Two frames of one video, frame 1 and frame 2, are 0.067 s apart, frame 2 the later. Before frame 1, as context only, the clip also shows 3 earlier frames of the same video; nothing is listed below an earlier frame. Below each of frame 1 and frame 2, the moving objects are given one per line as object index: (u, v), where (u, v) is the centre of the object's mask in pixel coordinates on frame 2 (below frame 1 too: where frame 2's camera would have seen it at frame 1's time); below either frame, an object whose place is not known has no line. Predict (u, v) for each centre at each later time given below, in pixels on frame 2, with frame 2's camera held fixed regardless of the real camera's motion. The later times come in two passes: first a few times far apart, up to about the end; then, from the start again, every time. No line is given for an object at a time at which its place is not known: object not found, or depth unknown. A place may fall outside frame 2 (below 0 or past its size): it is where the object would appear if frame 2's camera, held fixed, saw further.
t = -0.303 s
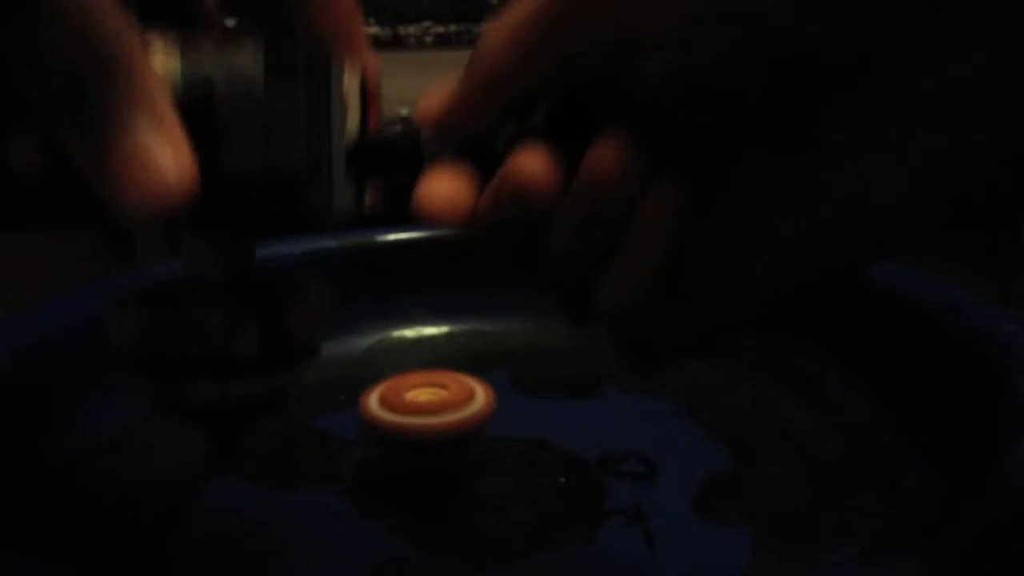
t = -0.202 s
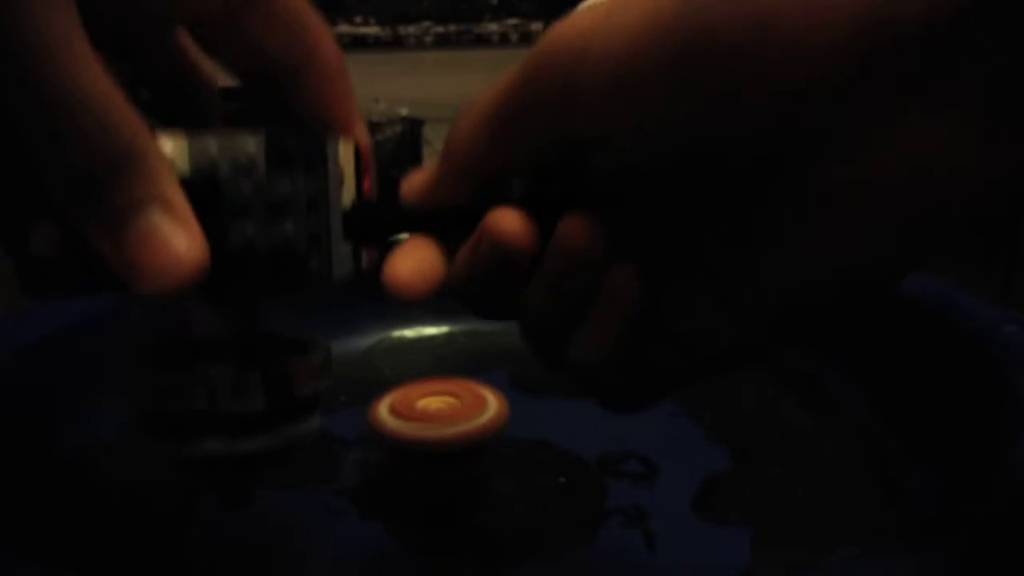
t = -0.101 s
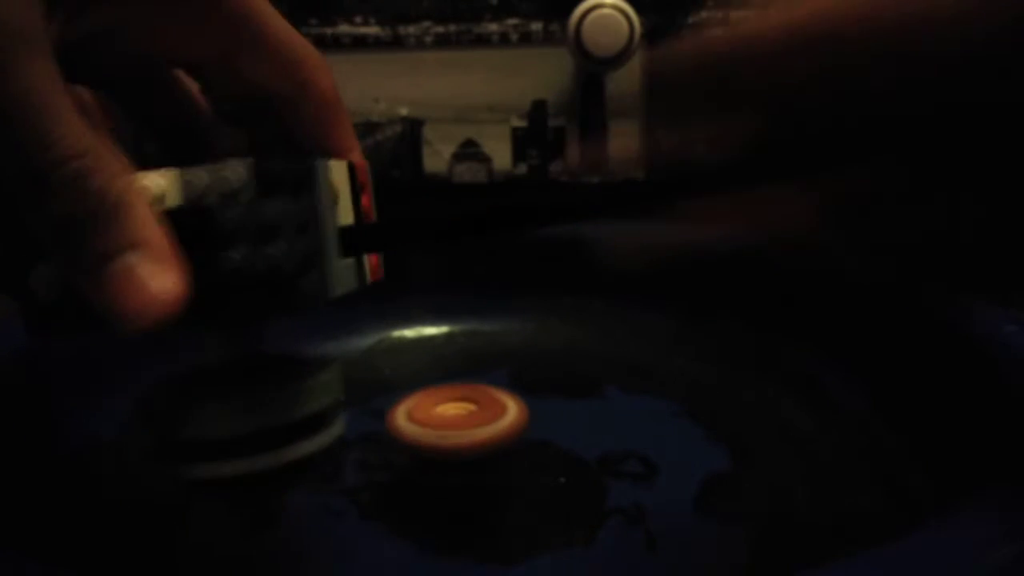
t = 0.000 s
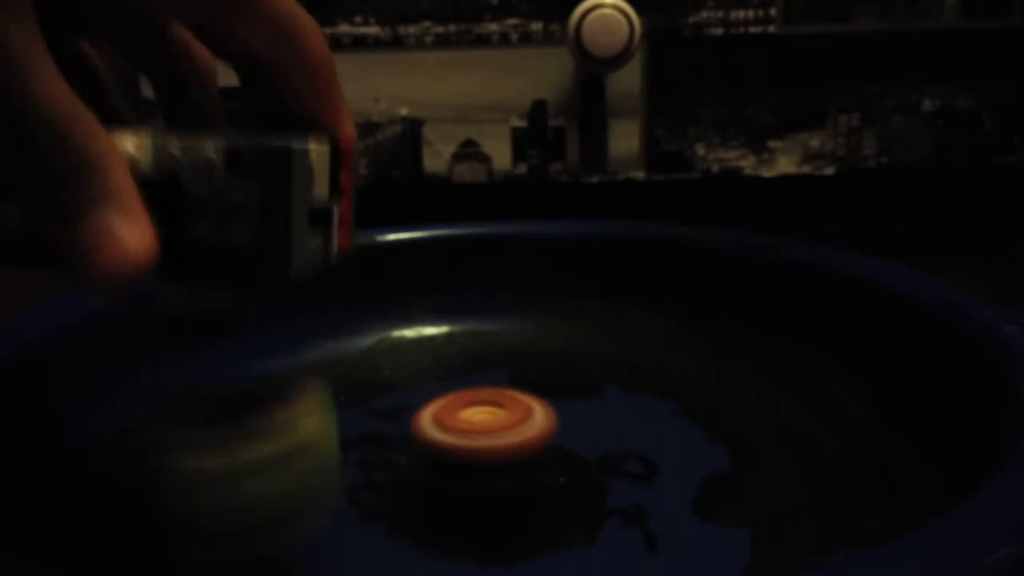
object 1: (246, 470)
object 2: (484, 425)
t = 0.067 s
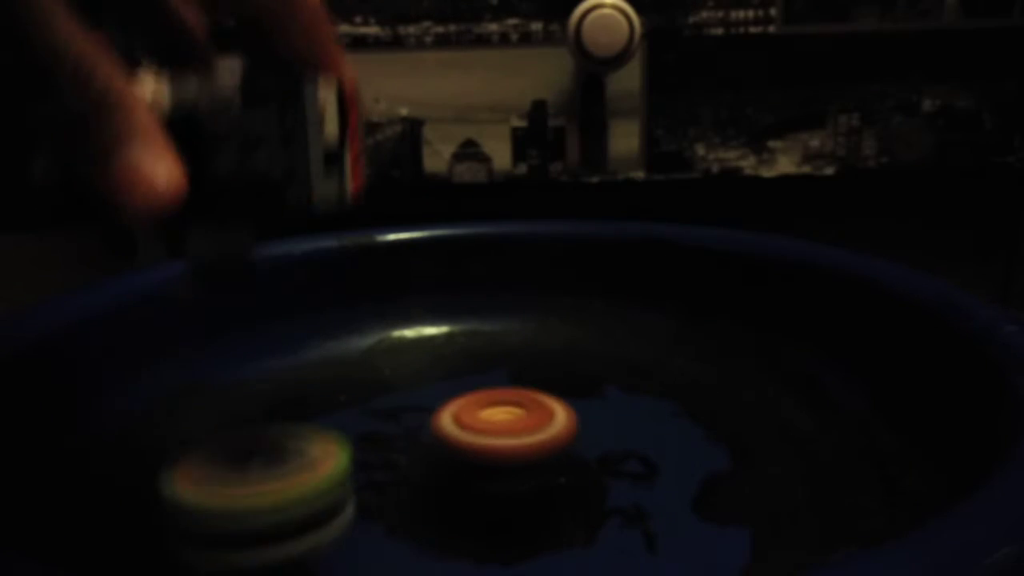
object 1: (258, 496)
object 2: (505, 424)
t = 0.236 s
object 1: (320, 526)
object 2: (569, 416)
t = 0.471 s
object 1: (470, 516)
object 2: (587, 381)
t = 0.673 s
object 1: (513, 452)
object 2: (530, 369)
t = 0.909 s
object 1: (462, 503)
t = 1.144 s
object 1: (482, 508)
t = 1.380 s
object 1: (429, 462)
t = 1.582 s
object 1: (365, 429)
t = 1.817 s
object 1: (306, 410)
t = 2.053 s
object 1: (301, 405)
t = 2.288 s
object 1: (354, 399)
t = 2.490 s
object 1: (406, 387)
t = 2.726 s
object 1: (447, 382)
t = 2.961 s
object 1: (499, 395)
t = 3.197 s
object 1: (588, 396)
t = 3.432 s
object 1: (431, 275)
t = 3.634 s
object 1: (118, 431)
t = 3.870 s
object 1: (149, 528)
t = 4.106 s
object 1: (372, 518)
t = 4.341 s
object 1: (529, 445)
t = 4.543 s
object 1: (564, 375)
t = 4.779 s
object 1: (522, 338)
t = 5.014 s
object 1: (502, 337)
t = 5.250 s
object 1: (462, 361)
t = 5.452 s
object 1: (426, 409)
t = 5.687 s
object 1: (456, 480)
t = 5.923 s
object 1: (535, 512)
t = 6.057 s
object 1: (574, 512)
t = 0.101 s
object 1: (264, 492)
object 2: (518, 425)
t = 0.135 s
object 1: (277, 510)
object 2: (532, 424)
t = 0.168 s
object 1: (290, 515)
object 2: (544, 422)
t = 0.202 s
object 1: (302, 515)
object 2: (556, 420)
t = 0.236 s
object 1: (320, 526)
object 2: (569, 416)
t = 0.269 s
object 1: (340, 523)
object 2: (580, 412)
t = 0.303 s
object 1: (363, 529)
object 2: (589, 408)
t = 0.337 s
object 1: (386, 528)
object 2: (595, 401)
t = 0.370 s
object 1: (411, 527)
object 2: (597, 396)
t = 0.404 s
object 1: (434, 524)
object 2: (595, 390)
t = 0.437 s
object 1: (455, 520)
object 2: (593, 385)
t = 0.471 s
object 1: (470, 516)
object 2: (587, 381)
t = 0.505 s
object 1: (481, 511)
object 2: (581, 377)
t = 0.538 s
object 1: (491, 501)
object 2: (572, 374)
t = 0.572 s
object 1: (500, 488)
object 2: (562, 372)
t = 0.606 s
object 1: (507, 476)
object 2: (551, 371)
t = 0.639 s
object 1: (511, 465)
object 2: (540, 370)
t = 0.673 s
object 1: (513, 452)
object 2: (530, 369)
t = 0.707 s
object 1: (512, 446)
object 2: (520, 368)
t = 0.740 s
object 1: (490, 489)
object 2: (525, 340)
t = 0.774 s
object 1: (472, 516)
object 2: (529, 307)
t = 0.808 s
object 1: (456, 540)
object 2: (521, 280)
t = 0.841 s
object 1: (440, 538)
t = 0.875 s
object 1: (449, 513)
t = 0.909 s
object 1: (462, 503)
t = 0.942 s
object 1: (476, 508)
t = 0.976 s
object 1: (490, 530)
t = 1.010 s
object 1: (491, 513)
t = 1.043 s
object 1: (493, 508)
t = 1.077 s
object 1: (496, 515)
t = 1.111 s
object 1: (488, 505)
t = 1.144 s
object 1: (482, 508)
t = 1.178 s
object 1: (478, 497)
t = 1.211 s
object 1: (474, 494)
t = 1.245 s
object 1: (468, 488)
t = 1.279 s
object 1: (460, 481)
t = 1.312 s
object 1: (449, 475)
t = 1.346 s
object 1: (439, 468)
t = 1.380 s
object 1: (429, 462)
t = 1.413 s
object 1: (419, 455)
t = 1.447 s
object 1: (408, 450)
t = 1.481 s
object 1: (398, 444)
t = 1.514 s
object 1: (388, 439)
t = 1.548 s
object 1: (376, 434)
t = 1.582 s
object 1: (365, 429)
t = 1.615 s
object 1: (355, 426)
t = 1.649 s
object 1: (343, 423)
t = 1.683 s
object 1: (334, 420)
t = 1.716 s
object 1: (325, 417)
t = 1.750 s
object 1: (317, 415)
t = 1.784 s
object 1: (311, 412)
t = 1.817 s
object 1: (306, 410)
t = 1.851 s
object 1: (301, 408)
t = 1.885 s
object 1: (298, 407)
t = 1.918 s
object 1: (297, 406)
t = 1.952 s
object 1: (297, 406)
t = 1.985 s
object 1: (297, 406)
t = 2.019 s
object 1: (299, 405)
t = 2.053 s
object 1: (301, 405)
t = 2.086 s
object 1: (305, 404)
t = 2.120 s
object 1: (311, 403)
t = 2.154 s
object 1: (318, 403)
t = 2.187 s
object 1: (326, 402)
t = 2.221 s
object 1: (335, 401)
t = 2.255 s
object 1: (345, 399)
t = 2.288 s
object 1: (354, 399)
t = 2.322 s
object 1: (363, 397)
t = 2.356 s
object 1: (370, 395)
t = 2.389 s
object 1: (380, 394)
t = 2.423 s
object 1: (388, 392)
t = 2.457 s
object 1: (397, 390)
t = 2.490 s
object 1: (406, 387)
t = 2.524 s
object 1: (412, 386)
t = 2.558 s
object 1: (418, 384)
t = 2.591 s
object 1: (424, 383)
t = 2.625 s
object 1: (430, 382)
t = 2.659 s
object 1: (435, 382)
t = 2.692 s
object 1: (441, 382)
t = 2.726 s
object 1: (447, 382)
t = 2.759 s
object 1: (453, 383)
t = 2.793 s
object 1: (459, 383)
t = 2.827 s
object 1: (467, 385)
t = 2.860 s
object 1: (475, 387)
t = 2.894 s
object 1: (482, 390)
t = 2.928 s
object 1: (490, 392)
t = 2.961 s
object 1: (499, 395)
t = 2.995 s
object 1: (509, 399)
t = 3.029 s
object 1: (520, 402)
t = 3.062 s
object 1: (532, 405)
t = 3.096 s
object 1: (547, 402)
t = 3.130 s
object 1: (562, 401)
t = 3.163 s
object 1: (575, 399)
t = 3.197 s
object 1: (588, 396)
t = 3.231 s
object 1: (598, 391)
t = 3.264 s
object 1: (616, 379)
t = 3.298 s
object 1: (627, 329)
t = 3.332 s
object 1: (619, 295)
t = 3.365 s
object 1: (563, 261)
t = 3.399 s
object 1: (499, 257)
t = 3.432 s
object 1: (431, 275)
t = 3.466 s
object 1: (355, 325)
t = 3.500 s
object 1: (295, 345)
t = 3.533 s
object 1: (231, 345)
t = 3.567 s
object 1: (176, 377)
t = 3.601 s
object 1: (124, 407)
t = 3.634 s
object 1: (118, 431)
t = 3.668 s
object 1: (122, 461)
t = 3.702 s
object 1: (141, 488)
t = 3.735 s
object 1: (150, 507)
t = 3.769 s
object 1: (133, 512)
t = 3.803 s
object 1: (123, 518)
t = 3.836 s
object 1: (128, 522)
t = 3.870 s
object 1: (149, 528)
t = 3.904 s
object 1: (182, 533)
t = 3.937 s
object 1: (222, 534)
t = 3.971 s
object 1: (254, 534)
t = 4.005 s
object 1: (287, 531)
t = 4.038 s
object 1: (315, 527)
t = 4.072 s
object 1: (342, 522)
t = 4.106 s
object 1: (372, 518)
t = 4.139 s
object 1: (399, 512)
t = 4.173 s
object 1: (425, 508)
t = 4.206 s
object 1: (448, 495)
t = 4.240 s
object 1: (471, 484)
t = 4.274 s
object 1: (491, 470)
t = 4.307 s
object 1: (511, 456)
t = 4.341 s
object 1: (529, 445)
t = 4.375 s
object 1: (541, 432)
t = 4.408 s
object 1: (554, 420)
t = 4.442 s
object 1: (563, 406)
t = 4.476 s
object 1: (566, 397)
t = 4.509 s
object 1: (566, 386)
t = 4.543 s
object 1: (564, 375)
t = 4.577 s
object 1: (560, 367)
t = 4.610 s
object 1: (554, 359)
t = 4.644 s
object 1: (549, 351)
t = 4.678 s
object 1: (542, 345)
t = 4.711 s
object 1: (533, 342)
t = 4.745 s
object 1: (527, 336)
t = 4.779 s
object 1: (522, 338)
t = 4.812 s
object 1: (517, 337)
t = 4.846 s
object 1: (515, 337)
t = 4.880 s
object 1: (515, 335)
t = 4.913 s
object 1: (513, 337)
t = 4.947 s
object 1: (510, 335)
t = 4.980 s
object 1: (505, 337)
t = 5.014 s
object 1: (502, 337)
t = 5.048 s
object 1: (496, 341)
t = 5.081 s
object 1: (493, 341)
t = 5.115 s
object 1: (486, 345)
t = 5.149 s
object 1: (480, 348)
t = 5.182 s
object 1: (474, 352)
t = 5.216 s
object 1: (468, 356)
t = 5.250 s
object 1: (462, 361)
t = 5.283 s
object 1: (454, 367)
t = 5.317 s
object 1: (447, 374)
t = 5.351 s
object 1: (439, 382)
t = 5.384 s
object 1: (435, 390)
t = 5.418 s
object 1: (431, 399)
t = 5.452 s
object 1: (426, 409)
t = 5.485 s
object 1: (424, 421)
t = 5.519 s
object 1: (423, 431)
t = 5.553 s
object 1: (426, 442)
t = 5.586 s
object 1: (430, 452)
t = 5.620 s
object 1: (438, 462)
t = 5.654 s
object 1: (445, 470)
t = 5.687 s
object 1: (456, 480)
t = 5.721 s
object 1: (465, 488)
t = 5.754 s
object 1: (475, 496)
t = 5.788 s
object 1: (488, 502)
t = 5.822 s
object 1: (498, 506)
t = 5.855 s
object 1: (511, 510)
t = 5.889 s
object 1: (524, 512)
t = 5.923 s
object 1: (535, 512)
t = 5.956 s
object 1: (547, 513)
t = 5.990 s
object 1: (557, 514)
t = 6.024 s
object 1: (565, 512)
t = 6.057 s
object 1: (574, 512)
